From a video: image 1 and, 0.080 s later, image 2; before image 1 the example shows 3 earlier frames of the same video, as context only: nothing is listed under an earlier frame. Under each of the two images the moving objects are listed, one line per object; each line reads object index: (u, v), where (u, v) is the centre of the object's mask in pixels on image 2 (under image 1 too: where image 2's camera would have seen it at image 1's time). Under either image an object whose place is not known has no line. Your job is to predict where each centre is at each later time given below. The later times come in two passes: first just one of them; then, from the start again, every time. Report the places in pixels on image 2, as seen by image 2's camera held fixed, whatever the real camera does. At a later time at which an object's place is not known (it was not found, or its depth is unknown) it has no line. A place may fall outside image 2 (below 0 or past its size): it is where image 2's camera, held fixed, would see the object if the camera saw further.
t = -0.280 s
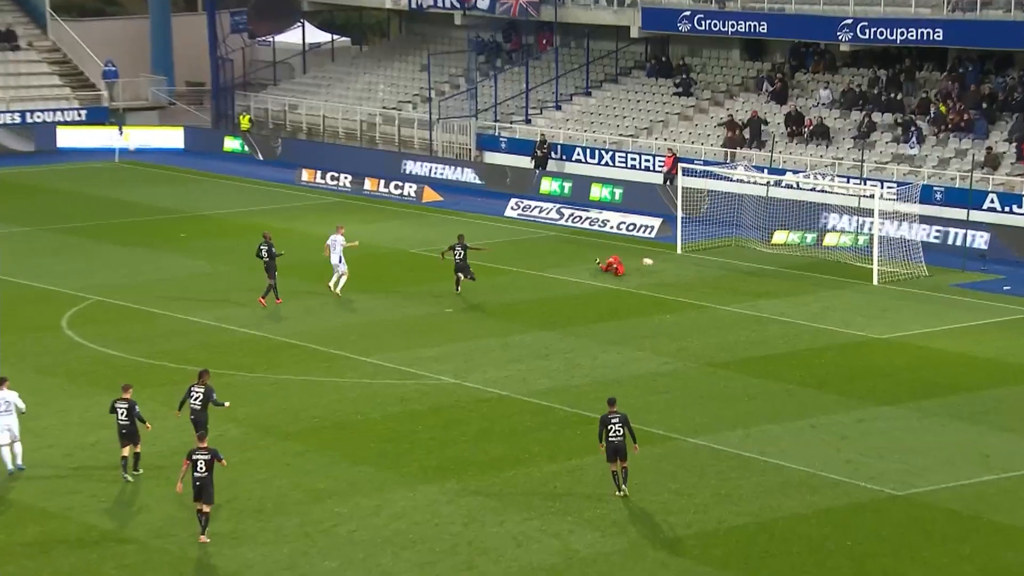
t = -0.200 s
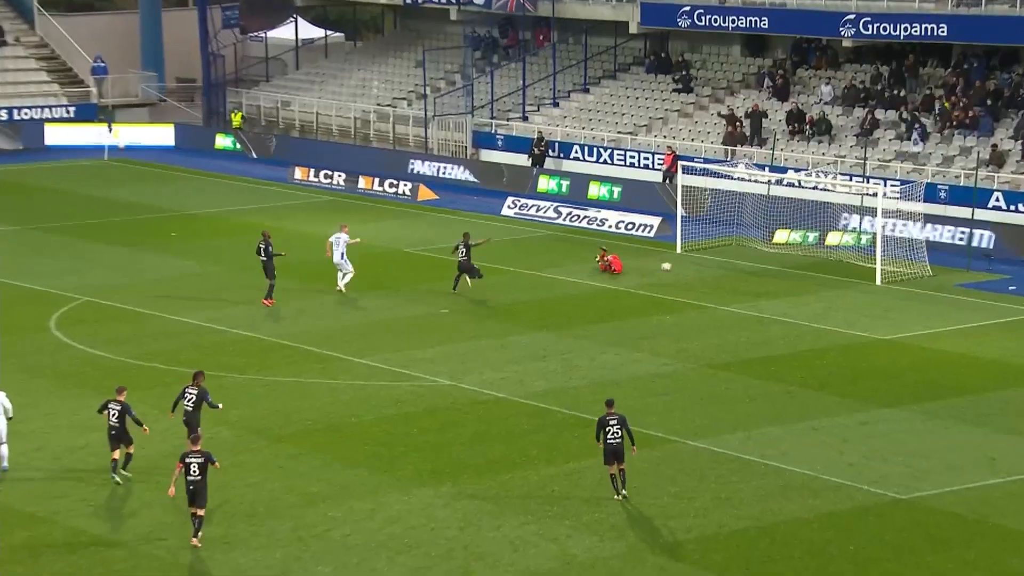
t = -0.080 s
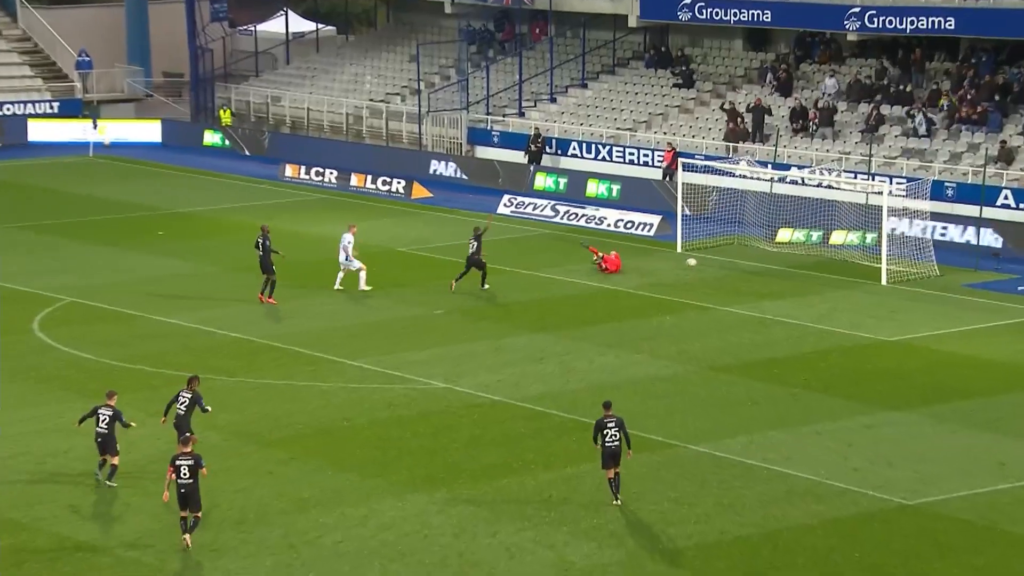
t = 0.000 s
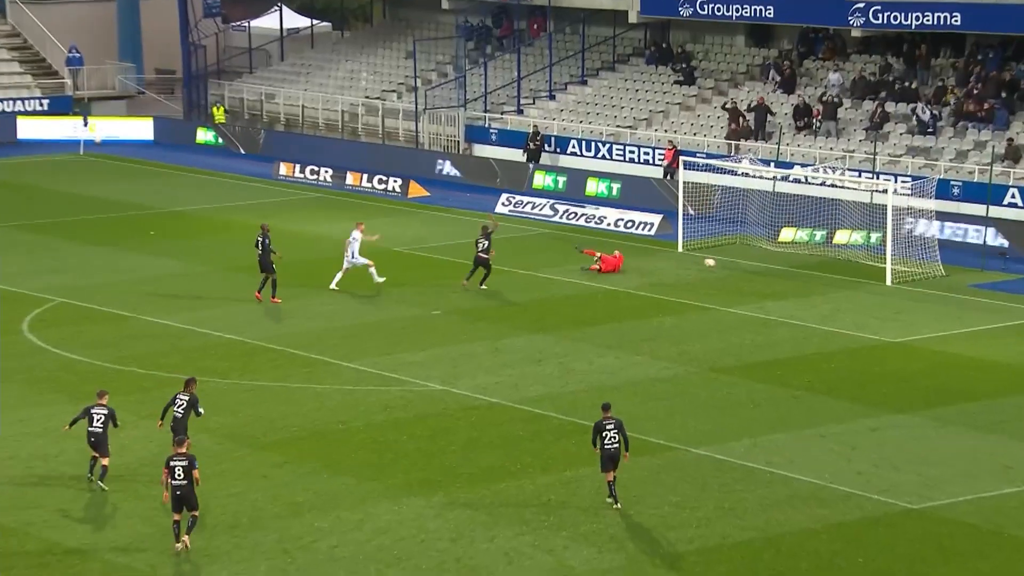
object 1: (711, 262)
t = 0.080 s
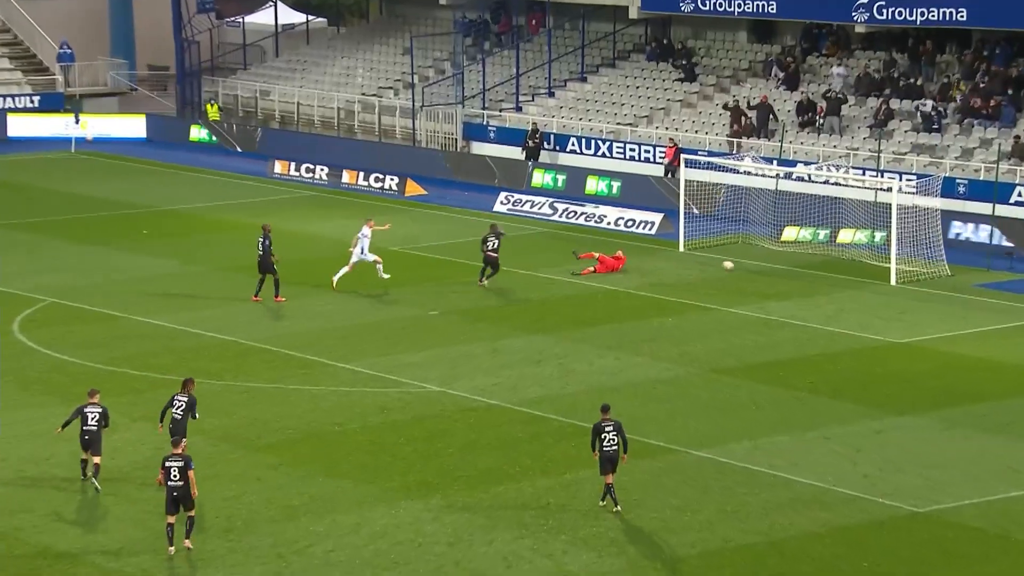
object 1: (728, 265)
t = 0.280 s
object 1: (768, 266)
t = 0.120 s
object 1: (736, 266)
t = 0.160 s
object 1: (744, 265)
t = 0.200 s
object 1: (752, 265)
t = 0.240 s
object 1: (760, 265)
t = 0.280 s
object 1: (768, 266)
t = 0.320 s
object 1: (776, 266)
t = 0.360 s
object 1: (784, 266)
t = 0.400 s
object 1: (792, 266)
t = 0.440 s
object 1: (800, 267)
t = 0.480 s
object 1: (808, 267)
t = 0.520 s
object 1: (815, 267)
